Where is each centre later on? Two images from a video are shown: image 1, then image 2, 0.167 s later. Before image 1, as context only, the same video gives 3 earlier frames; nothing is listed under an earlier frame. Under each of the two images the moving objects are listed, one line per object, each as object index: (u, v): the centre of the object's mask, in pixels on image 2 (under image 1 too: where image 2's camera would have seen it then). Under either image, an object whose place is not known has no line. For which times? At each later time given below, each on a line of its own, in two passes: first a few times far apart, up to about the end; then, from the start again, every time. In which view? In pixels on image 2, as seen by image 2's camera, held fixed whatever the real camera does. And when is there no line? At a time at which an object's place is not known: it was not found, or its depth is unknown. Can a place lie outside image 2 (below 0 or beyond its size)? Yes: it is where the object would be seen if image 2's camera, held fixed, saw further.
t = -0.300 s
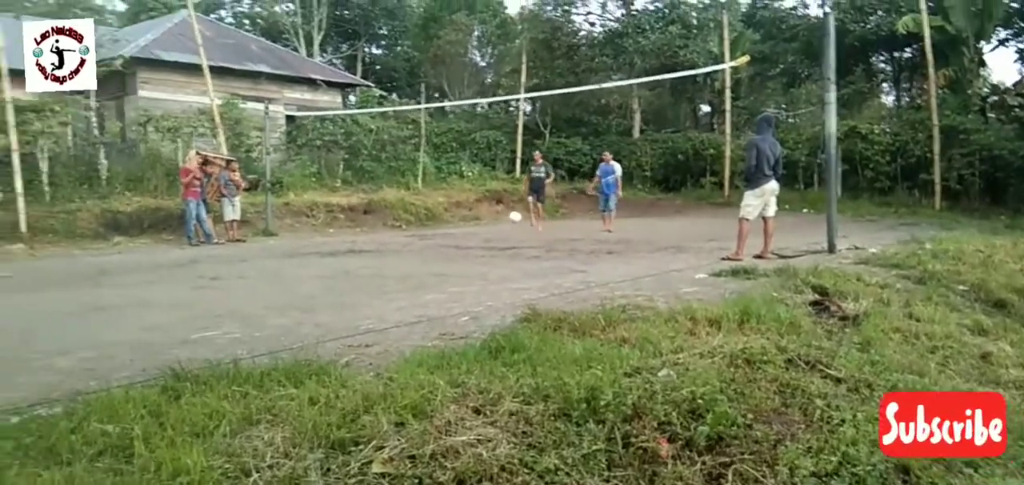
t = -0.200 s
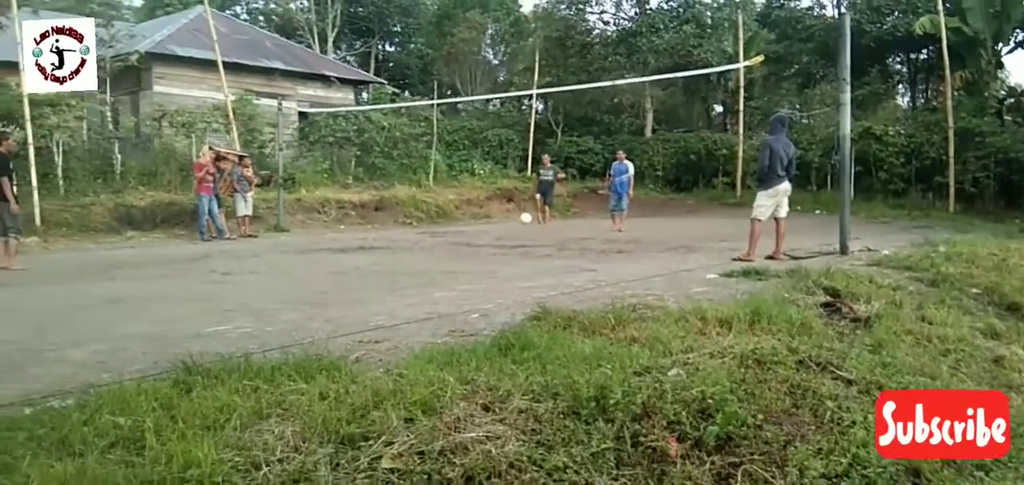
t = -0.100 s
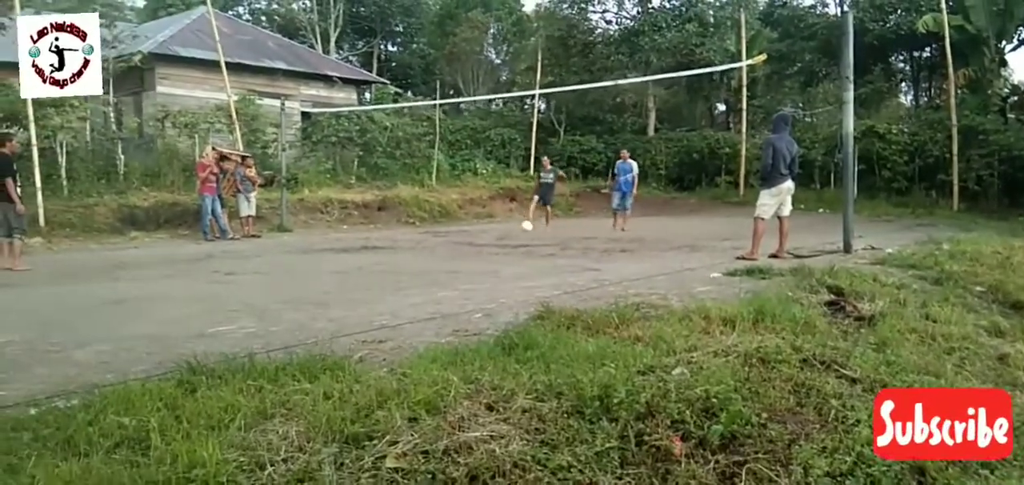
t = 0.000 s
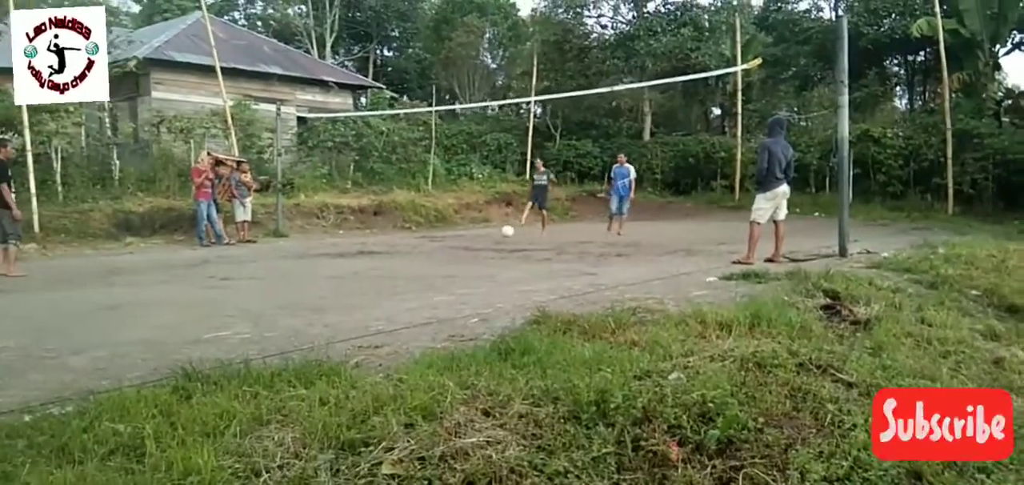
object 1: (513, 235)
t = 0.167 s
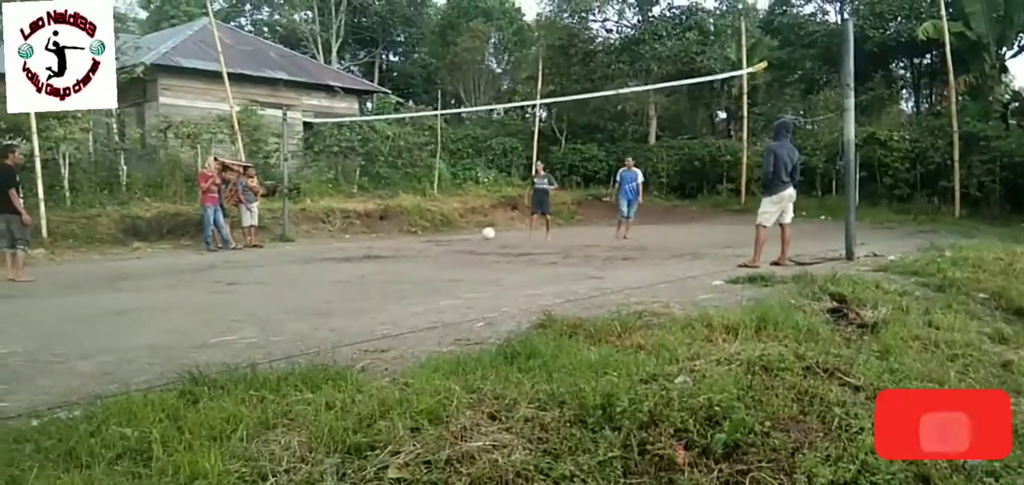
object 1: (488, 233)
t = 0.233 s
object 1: (478, 237)
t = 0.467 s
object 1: (438, 241)
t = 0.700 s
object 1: (390, 254)
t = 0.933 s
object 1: (332, 260)
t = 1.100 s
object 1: (280, 266)
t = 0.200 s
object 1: (483, 234)
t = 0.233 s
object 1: (478, 237)
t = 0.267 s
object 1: (473, 240)
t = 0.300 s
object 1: (467, 244)
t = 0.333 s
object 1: (462, 247)
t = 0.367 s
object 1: (456, 244)
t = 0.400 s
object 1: (451, 242)
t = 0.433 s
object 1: (444, 241)
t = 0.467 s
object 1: (438, 241)
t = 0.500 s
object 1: (431, 242)
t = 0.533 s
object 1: (425, 242)
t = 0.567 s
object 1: (418, 244)
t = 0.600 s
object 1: (412, 248)
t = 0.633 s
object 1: (405, 251)
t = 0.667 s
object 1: (398, 256)
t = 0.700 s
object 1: (390, 254)
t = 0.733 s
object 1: (383, 253)
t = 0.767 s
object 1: (375, 252)
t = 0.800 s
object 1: (367, 251)
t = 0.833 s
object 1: (358, 252)
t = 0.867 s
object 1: (350, 254)
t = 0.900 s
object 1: (340, 257)
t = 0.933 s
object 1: (332, 260)
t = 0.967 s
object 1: (322, 267)
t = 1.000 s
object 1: (312, 267)
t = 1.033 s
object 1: (302, 265)
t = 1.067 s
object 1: (291, 265)
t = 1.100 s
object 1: (280, 266)
